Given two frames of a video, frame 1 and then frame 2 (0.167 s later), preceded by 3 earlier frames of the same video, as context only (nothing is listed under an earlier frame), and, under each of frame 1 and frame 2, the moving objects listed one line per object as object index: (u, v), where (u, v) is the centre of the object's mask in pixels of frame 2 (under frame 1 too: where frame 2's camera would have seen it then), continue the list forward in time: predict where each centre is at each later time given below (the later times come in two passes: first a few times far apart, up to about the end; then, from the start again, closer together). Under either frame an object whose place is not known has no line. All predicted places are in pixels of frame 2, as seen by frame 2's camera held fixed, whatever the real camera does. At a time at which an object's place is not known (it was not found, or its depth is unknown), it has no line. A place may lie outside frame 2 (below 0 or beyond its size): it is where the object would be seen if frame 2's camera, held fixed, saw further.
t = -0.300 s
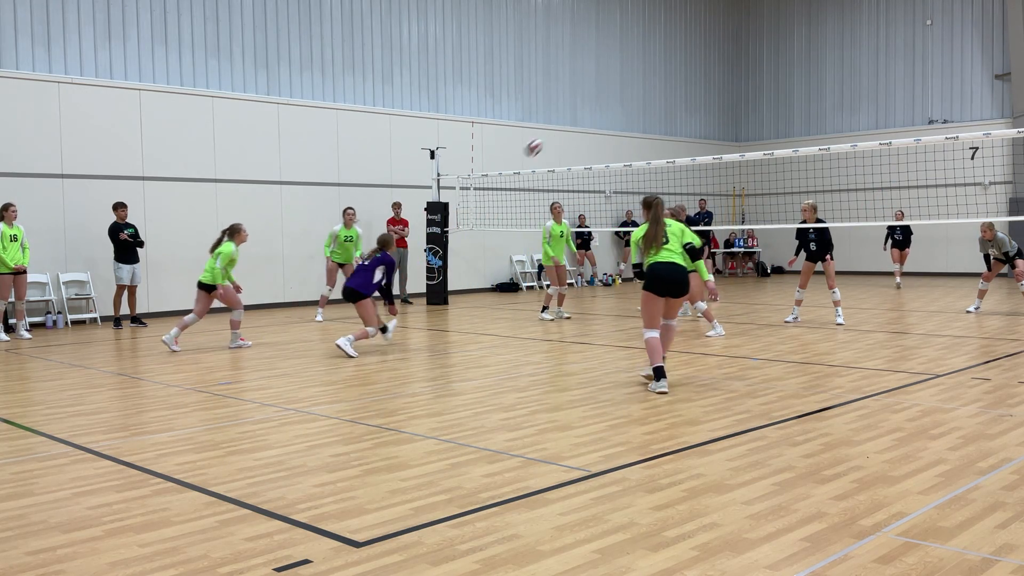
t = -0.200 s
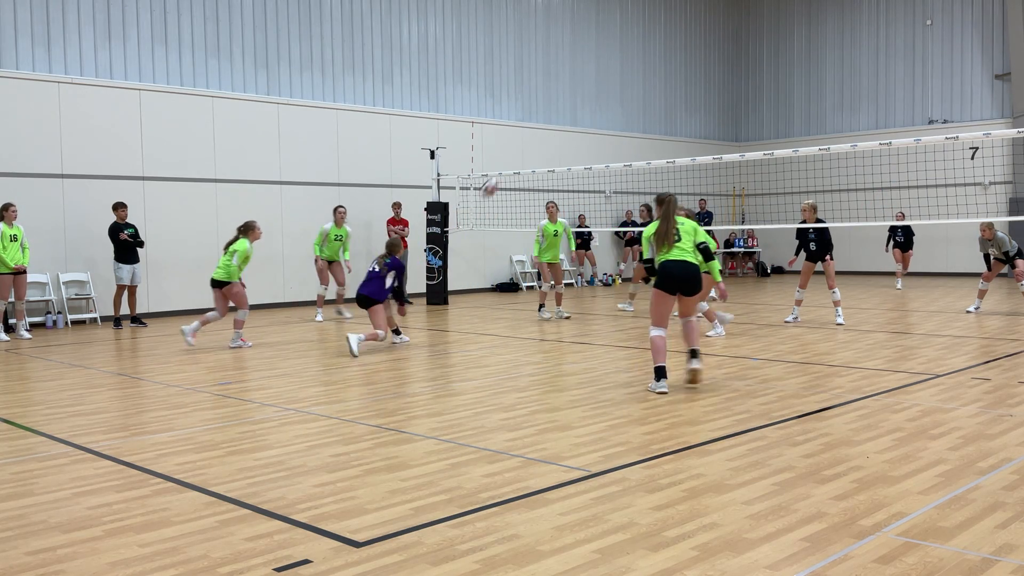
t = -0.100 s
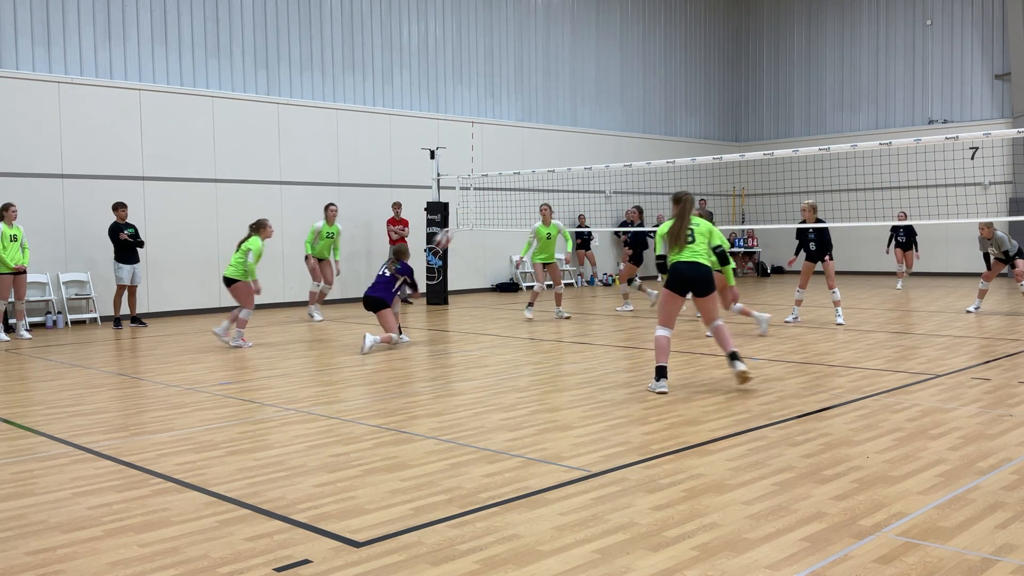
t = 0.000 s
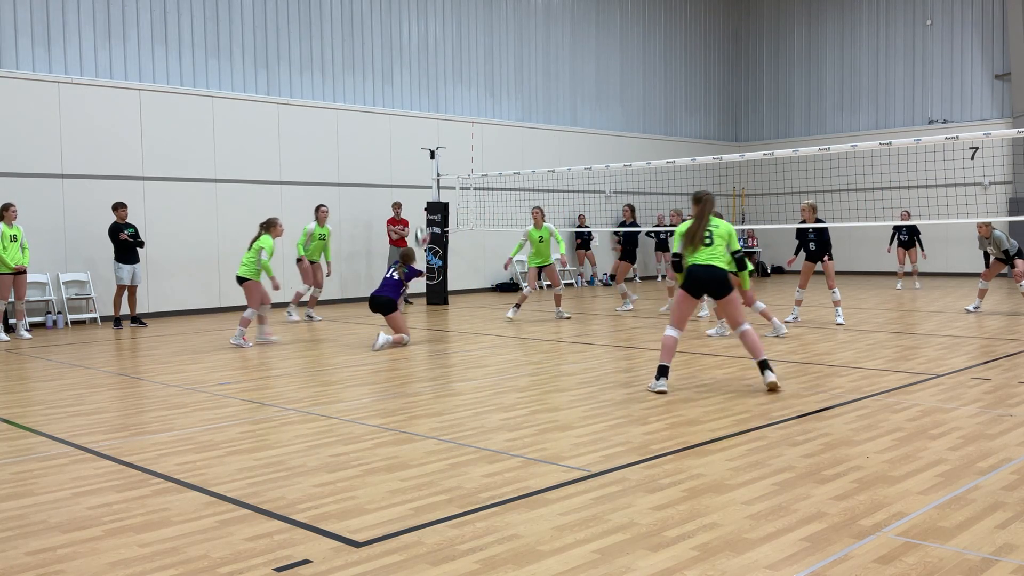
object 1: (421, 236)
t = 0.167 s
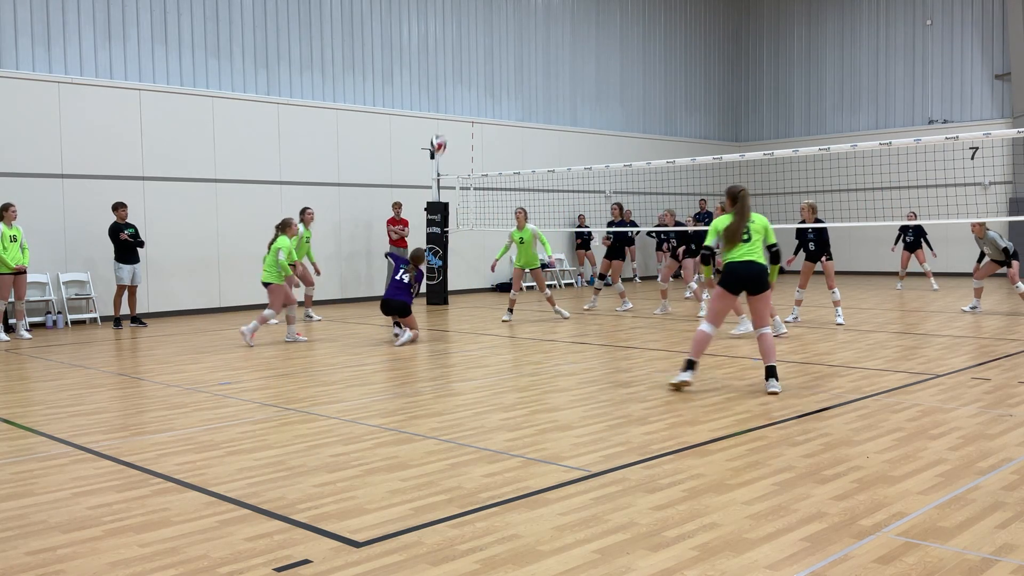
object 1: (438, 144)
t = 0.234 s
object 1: (445, 113)
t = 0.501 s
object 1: (469, 30)
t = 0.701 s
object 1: (488, 6)
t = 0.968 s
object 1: (512, 20)
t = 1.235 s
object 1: (536, 86)
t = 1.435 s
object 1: (553, 164)
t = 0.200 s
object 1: (441, 129)
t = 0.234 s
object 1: (445, 113)
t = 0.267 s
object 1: (448, 99)
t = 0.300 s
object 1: (451, 87)
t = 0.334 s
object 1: (454, 76)
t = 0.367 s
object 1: (457, 64)
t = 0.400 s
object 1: (460, 54)
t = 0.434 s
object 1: (463, 45)
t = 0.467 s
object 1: (467, 37)
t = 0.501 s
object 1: (469, 30)
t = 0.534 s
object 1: (473, 24)
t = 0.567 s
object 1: (476, 18)
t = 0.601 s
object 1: (478, 13)
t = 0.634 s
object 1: (482, 10)
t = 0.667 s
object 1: (485, 8)
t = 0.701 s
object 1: (488, 6)
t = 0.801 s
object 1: (497, 6)
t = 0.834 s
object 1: (500, 7)
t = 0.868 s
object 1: (503, 8)
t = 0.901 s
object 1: (506, 11)
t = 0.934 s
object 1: (509, 15)
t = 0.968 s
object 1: (512, 20)
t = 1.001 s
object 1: (515, 25)
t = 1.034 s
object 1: (518, 32)
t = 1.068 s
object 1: (521, 39)
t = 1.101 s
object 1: (524, 47)
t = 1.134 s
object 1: (527, 55)
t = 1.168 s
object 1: (530, 65)
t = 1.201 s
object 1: (533, 75)
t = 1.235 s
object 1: (536, 86)
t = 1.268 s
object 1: (539, 97)
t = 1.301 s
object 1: (542, 109)
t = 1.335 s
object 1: (545, 122)
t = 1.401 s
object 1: (551, 150)
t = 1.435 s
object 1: (553, 164)
